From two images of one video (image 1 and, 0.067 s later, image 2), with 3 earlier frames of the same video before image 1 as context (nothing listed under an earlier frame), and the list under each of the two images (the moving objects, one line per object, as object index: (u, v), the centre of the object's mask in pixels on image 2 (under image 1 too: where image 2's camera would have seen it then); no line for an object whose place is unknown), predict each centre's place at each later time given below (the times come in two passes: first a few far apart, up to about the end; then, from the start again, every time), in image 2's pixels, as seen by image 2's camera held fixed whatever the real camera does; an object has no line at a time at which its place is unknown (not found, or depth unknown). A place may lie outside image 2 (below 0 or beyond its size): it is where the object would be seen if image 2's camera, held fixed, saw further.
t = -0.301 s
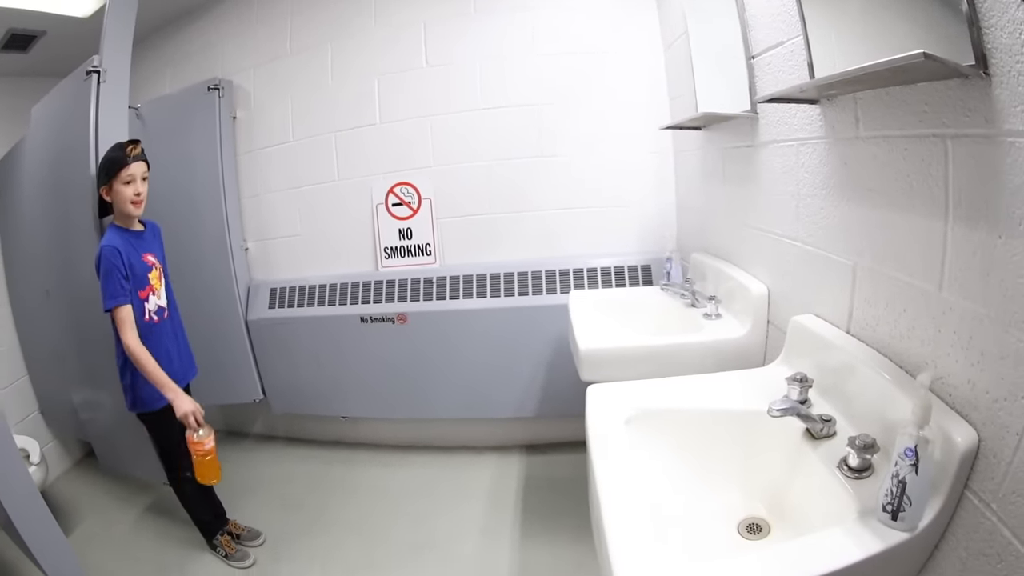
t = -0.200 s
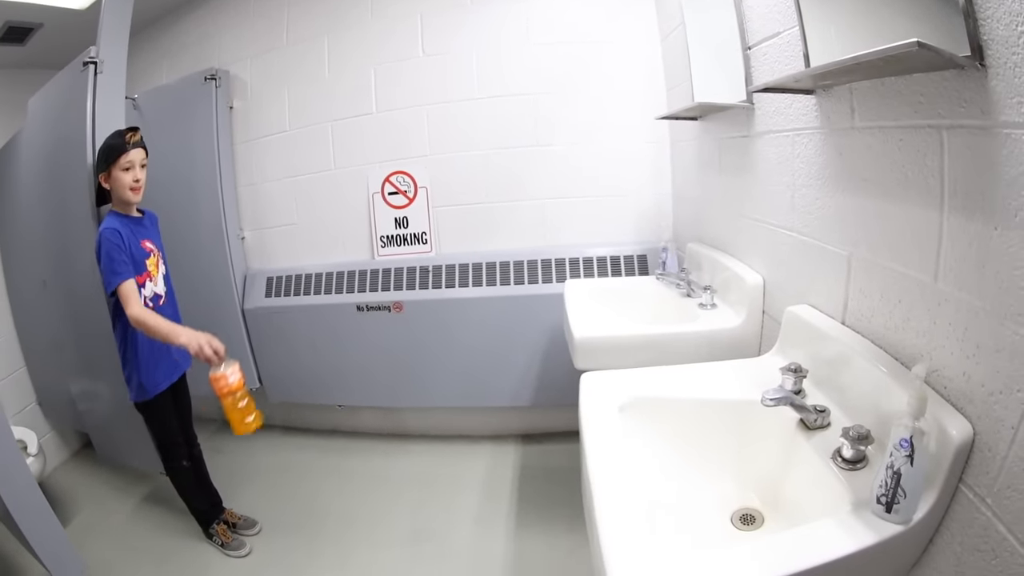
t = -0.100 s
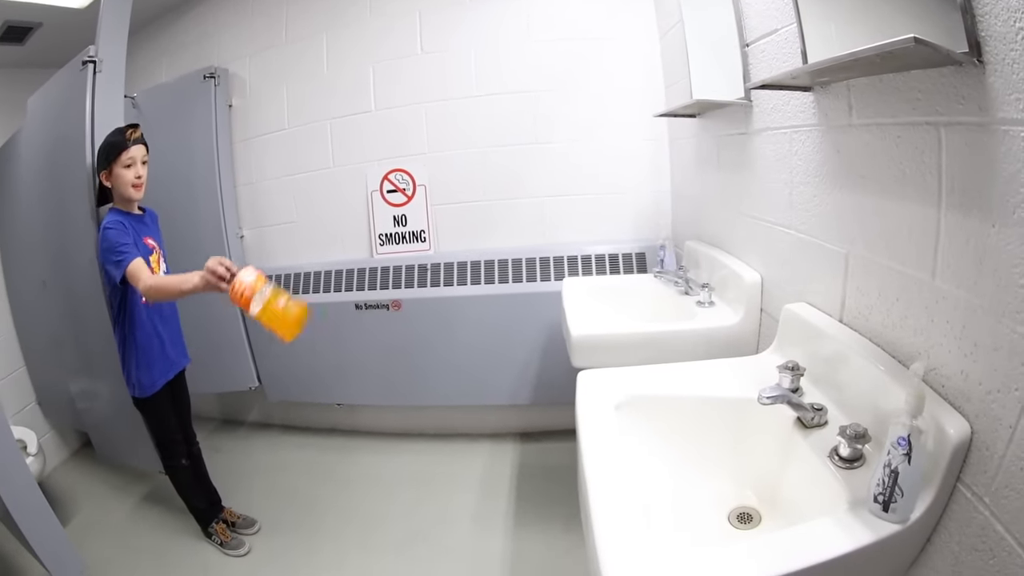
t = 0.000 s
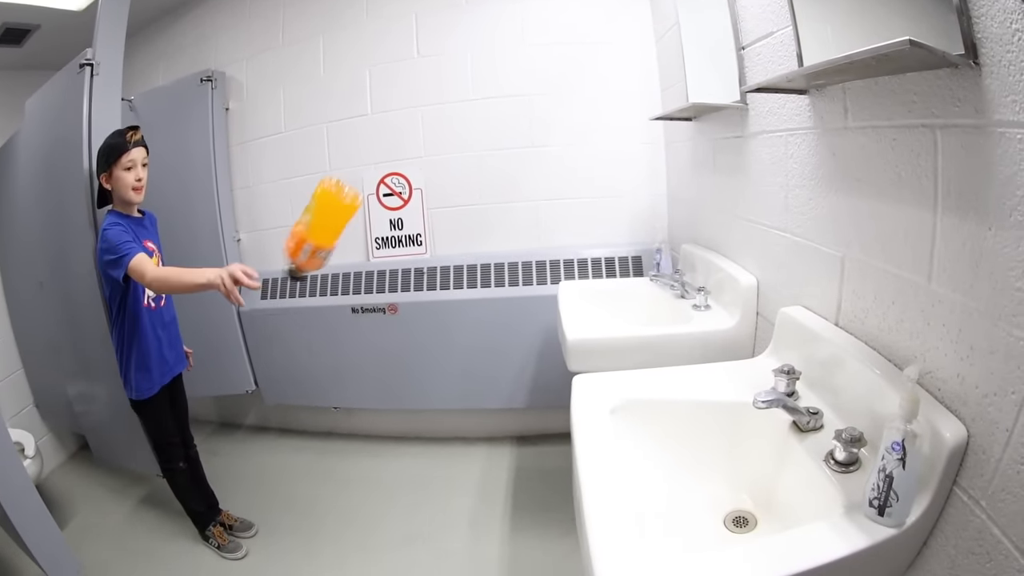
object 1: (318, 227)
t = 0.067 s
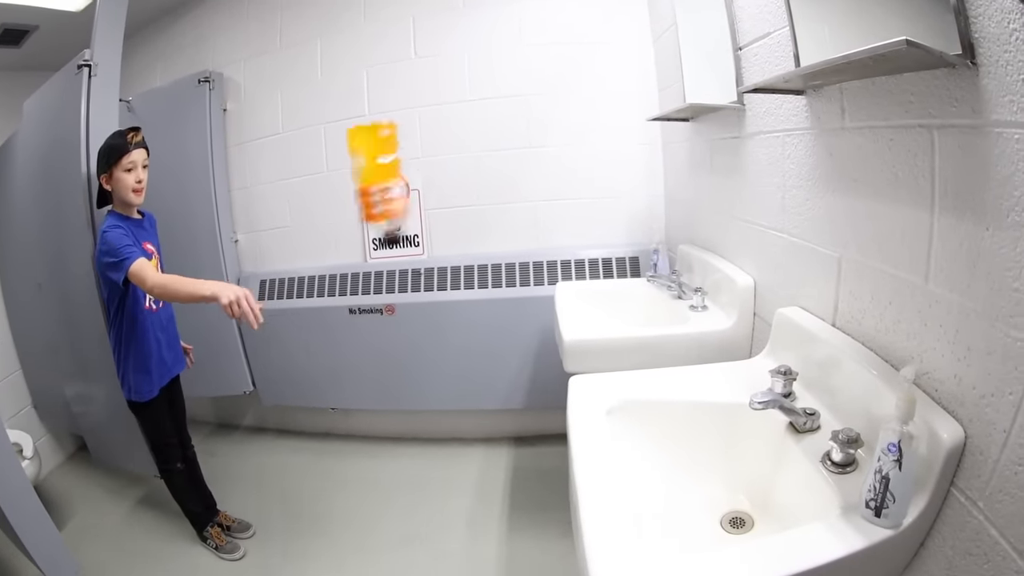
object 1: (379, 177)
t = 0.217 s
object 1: (536, 149)
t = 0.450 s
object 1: (758, 335)
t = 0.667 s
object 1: (739, 339)
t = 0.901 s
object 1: (732, 346)
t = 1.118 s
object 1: (735, 376)
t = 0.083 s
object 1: (395, 168)
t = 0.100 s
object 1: (412, 157)
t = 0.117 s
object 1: (428, 150)
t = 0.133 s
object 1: (445, 145)
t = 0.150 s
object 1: (463, 141)
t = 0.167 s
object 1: (481, 140)
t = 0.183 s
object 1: (499, 141)
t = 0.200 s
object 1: (518, 143)
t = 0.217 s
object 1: (536, 149)
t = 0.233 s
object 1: (556, 156)
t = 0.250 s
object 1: (576, 166)
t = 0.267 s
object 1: (596, 177)
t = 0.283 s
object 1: (619, 190)
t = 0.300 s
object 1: (637, 205)
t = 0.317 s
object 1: (655, 222)
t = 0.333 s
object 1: (674, 243)
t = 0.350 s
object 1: (694, 265)
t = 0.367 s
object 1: (713, 286)
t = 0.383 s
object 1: (730, 312)
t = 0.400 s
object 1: (750, 334)
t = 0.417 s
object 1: (757, 343)
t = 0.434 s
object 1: (757, 338)
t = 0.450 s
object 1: (758, 335)
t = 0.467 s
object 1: (758, 332)
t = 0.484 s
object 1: (758, 331)
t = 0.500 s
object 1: (758, 330)
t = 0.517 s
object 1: (758, 333)
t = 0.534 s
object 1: (757, 336)
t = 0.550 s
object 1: (754, 337)
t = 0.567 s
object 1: (753, 337)
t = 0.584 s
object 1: (751, 338)
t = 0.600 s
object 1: (749, 338)
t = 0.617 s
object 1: (746, 339)
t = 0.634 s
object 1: (743, 339)
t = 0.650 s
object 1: (741, 339)
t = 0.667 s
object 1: (739, 339)
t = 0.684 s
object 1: (738, 340)
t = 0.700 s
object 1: (737, 341)
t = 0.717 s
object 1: (736, 341)
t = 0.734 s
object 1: (734, 342)
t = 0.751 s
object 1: (733, 343)
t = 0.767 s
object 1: (733, 343)
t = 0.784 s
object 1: (732, 343)
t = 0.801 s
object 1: (732, 344)
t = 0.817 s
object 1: (732, 344)
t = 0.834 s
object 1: (732, 344)
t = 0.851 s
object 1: (732, 345)
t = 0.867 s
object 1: (732, 345)
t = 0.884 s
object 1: (732, 345)
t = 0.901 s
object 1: (732, 346)
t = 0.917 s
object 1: (732, 346)
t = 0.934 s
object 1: (733, 347)
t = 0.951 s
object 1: (733, 348)
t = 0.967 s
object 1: (733, 348)
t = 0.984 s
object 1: (733, 349)
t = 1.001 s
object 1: (733, 351)
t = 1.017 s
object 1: (734, 353)
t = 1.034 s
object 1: (734, 356)
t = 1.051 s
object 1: (734, 359)
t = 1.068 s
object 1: (735, 362)
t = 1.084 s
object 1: (735, 367)
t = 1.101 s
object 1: (736, 373)
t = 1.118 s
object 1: (735, 376)
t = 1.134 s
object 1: (733, 375)
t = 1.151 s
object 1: (730, 373)
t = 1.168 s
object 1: (729, 374)
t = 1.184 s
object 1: (728, 376)
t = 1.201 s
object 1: (729, 381)
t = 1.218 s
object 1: (726, 383)
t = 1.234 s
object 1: (723, 385)
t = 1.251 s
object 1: (720, 388)
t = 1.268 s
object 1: (717, 394)
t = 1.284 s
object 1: (714, 402)
